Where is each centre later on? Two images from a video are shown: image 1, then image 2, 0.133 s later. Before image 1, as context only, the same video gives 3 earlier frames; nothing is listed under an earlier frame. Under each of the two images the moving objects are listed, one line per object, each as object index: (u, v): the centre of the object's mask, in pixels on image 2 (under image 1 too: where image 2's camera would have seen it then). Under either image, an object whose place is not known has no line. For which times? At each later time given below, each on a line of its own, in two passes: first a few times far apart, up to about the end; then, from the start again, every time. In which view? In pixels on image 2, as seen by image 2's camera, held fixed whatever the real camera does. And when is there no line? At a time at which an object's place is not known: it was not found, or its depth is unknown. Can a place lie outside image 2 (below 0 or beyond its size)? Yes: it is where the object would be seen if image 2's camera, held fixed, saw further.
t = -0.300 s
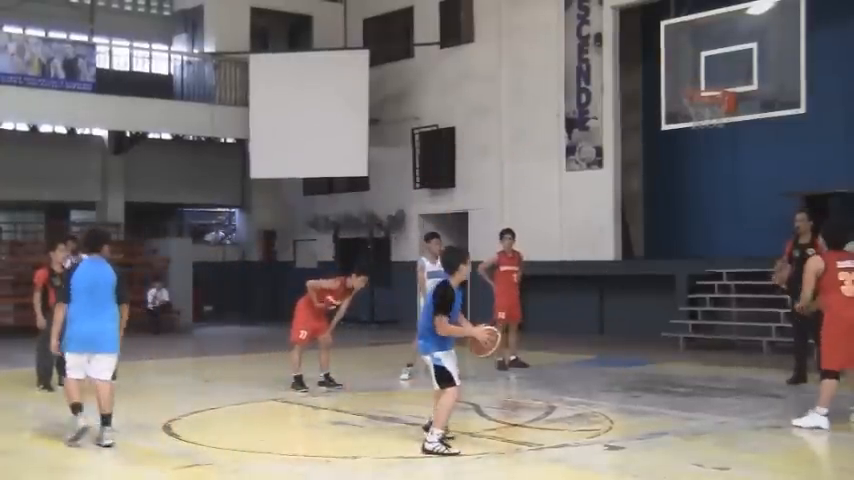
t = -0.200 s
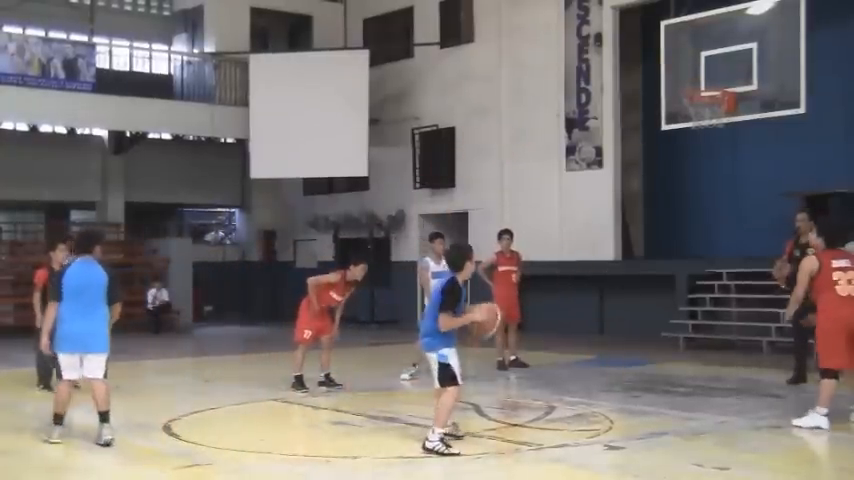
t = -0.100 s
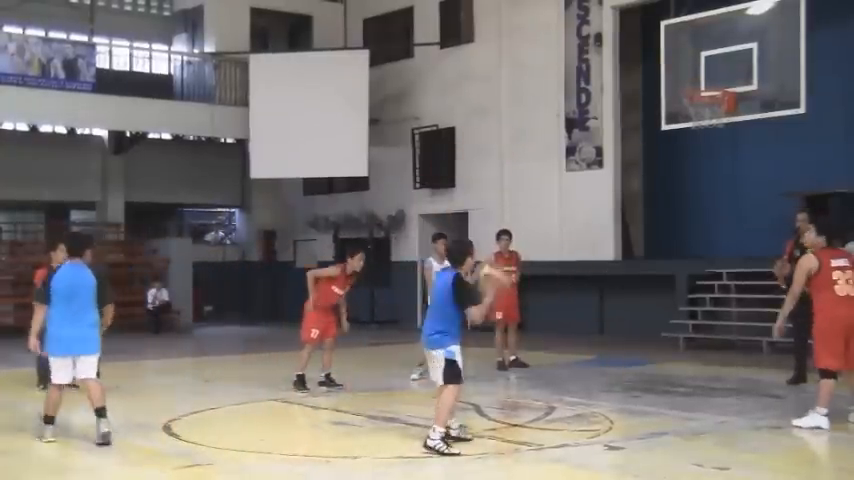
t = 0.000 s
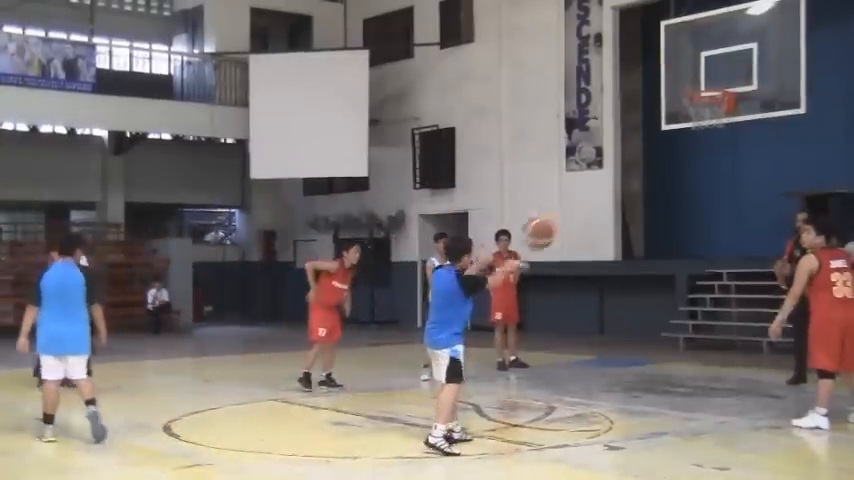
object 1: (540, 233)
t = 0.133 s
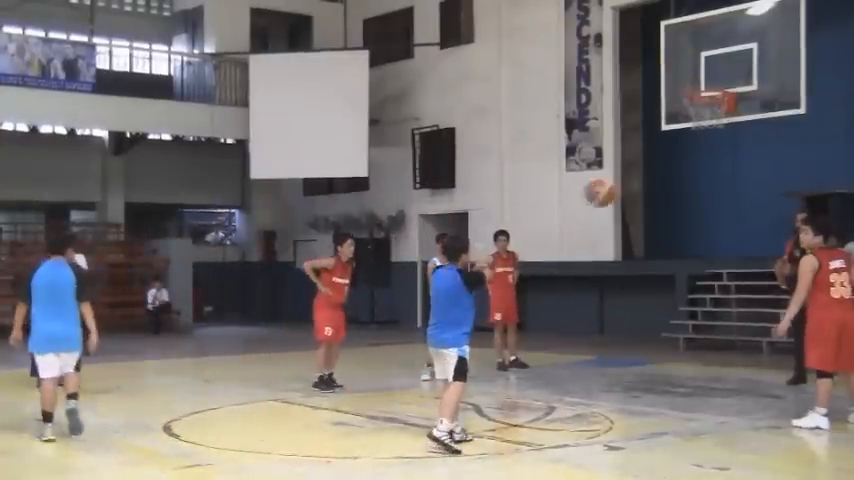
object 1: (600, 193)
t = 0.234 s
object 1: (639, 178)
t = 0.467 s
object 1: (721, 190)
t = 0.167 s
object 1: (614, 185)
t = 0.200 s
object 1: (629, 181)
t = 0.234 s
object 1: (639, 178)
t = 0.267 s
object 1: (653, 177)
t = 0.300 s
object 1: (666, 176)
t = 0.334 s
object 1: (677, 177)
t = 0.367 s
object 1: (689, 178)
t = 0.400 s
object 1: (700, 180)
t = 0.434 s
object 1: (710, 184)
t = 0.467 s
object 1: (721, 190)
